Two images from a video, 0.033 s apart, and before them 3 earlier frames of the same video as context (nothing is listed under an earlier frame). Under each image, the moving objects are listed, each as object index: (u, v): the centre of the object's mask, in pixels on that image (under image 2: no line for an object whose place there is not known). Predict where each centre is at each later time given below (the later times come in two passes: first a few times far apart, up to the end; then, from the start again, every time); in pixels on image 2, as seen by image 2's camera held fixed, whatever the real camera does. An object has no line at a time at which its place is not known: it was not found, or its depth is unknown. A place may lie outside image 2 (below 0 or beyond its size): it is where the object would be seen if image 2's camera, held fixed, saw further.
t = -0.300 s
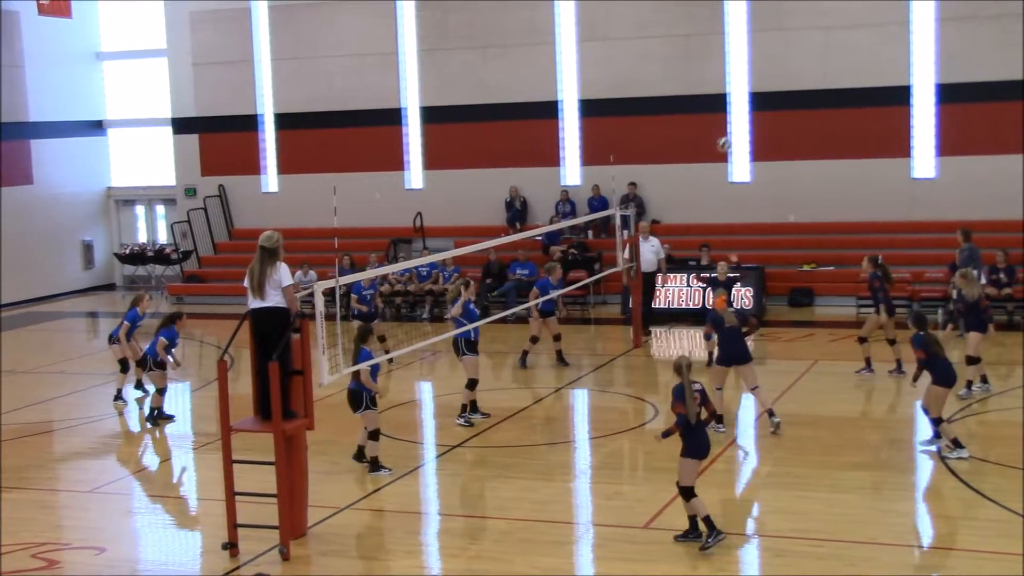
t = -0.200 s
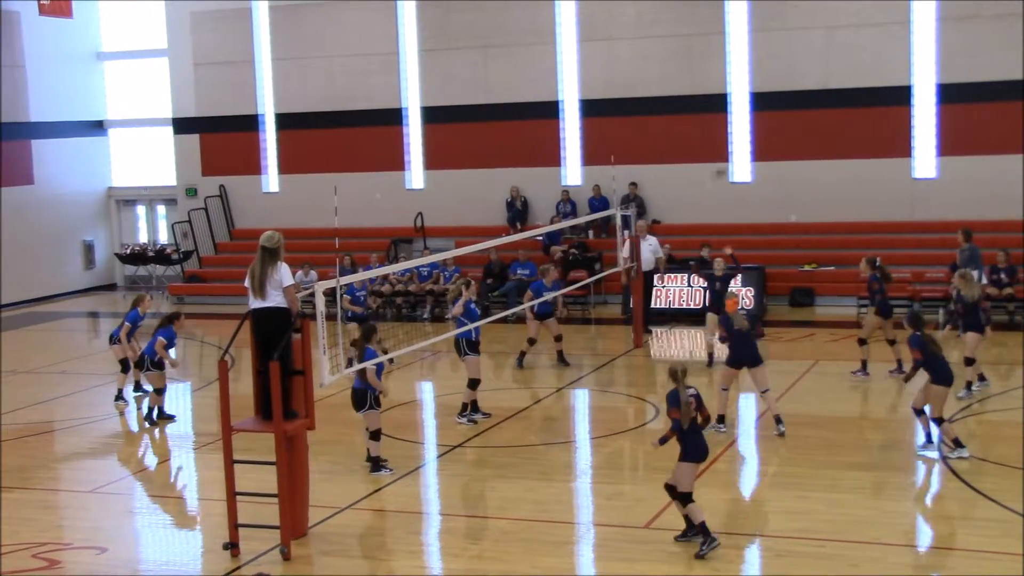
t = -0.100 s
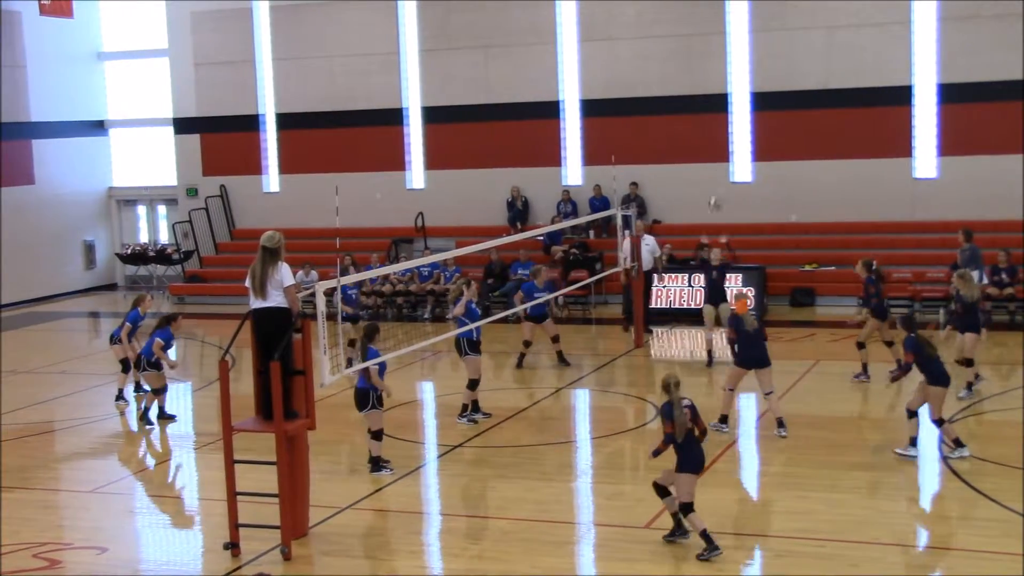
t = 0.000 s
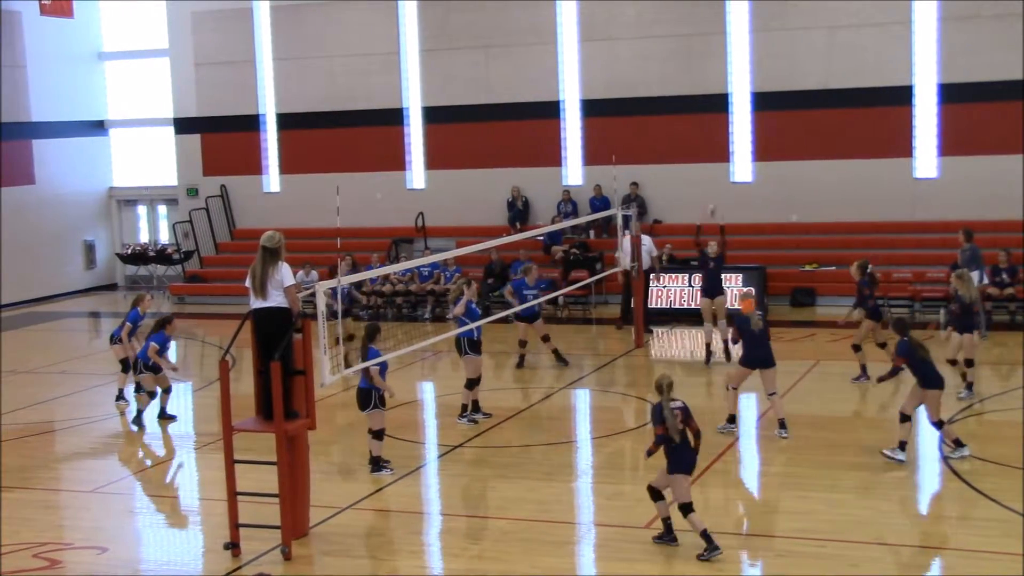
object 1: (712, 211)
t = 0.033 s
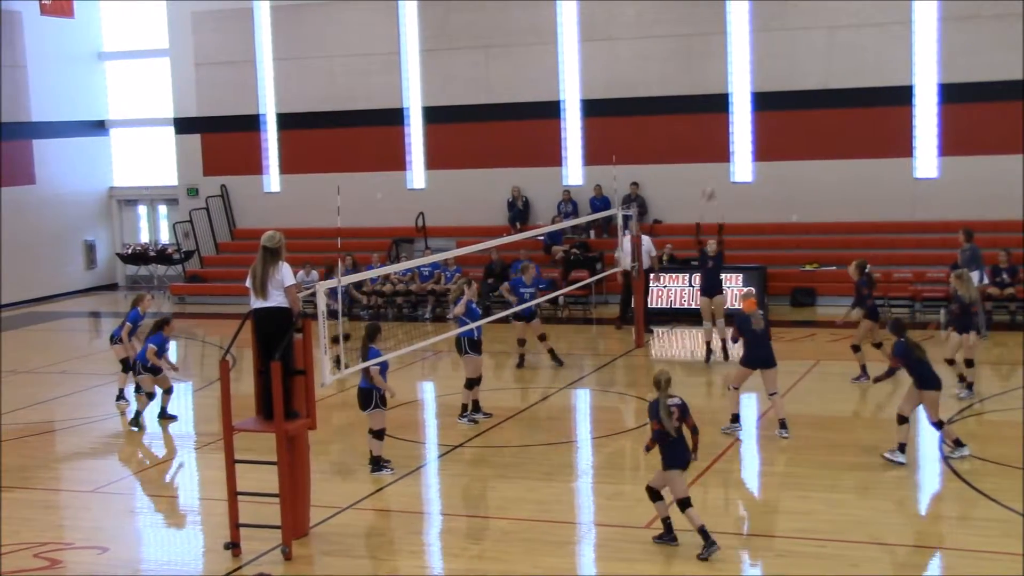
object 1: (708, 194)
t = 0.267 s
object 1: (690, 94)
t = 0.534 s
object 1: (672, 25)
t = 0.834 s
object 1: (651, 11)
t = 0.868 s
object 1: (649, 15)
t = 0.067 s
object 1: (706, 179)
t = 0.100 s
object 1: (703, 159)
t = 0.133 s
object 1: (700, 145)
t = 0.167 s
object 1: (698, 131)
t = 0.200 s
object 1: (696, 117)
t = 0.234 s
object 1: (693, 105)
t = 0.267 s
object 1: (690, 94)
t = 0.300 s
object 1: (688, 82)
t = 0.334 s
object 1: (685, 72)
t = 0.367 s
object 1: (682, 62)
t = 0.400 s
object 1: (680, 54)
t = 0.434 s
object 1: (678, 46)
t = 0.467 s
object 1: (675, 39)
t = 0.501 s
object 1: (673, 32)
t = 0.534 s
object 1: (672, 25)
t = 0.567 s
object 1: (669, 20)
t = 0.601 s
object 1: (666, 16)
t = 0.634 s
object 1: (664, 13)
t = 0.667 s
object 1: (662, 10)
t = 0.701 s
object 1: (659, 8)
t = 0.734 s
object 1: (657, 8)
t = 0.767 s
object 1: (655, 9)
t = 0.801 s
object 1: (653, 9)
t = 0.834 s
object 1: (651, 11)
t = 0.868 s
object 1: (649, 15)
